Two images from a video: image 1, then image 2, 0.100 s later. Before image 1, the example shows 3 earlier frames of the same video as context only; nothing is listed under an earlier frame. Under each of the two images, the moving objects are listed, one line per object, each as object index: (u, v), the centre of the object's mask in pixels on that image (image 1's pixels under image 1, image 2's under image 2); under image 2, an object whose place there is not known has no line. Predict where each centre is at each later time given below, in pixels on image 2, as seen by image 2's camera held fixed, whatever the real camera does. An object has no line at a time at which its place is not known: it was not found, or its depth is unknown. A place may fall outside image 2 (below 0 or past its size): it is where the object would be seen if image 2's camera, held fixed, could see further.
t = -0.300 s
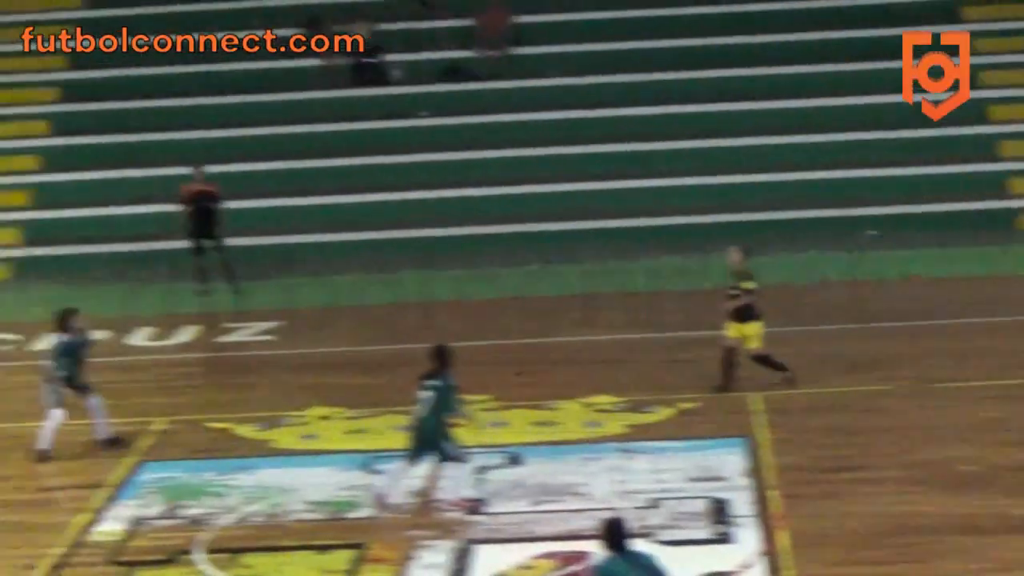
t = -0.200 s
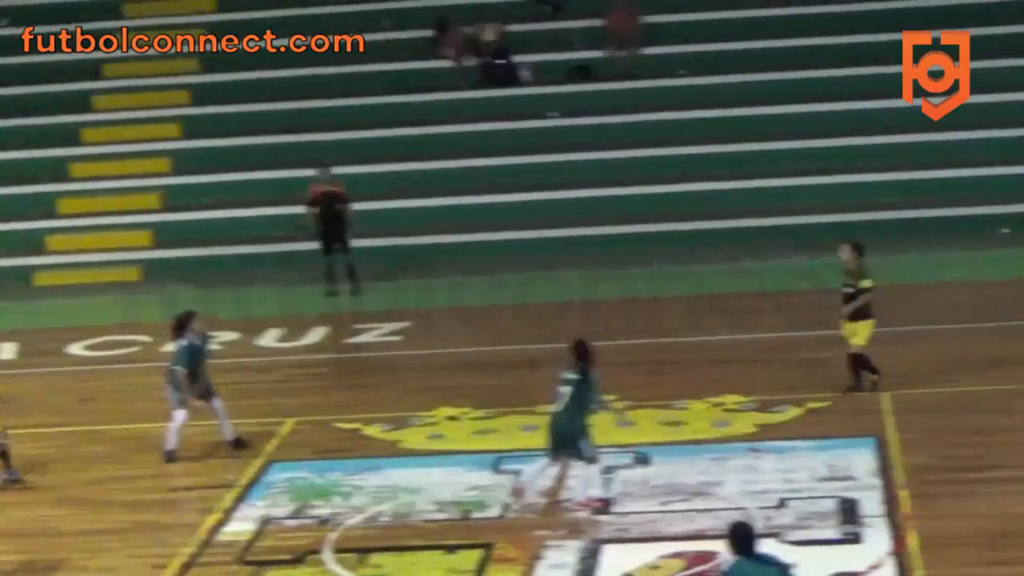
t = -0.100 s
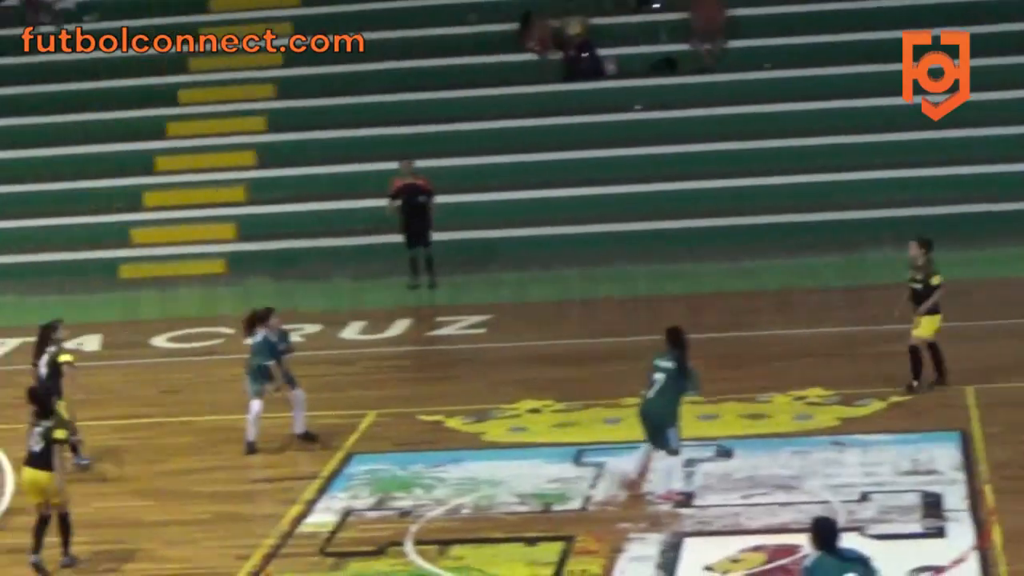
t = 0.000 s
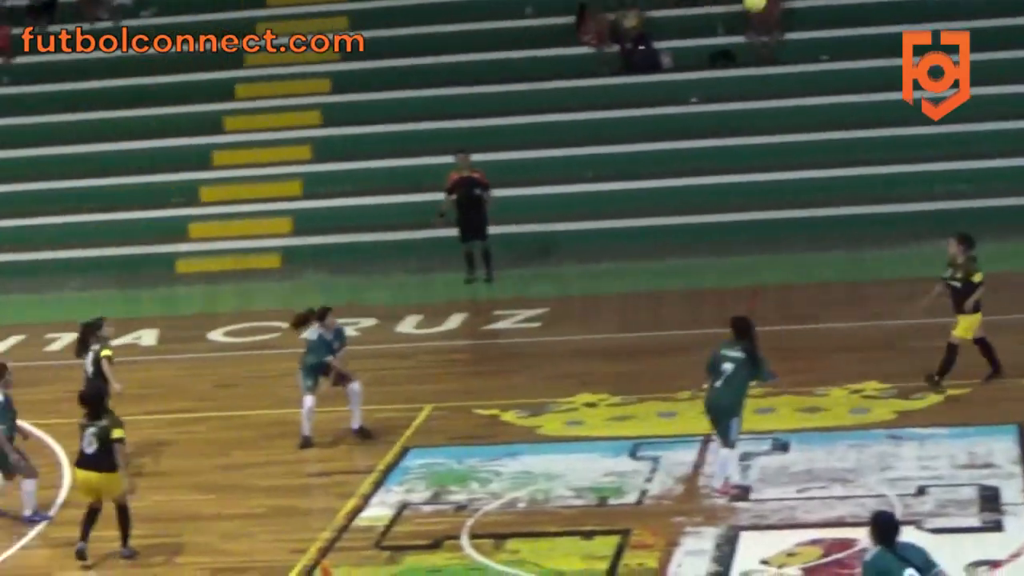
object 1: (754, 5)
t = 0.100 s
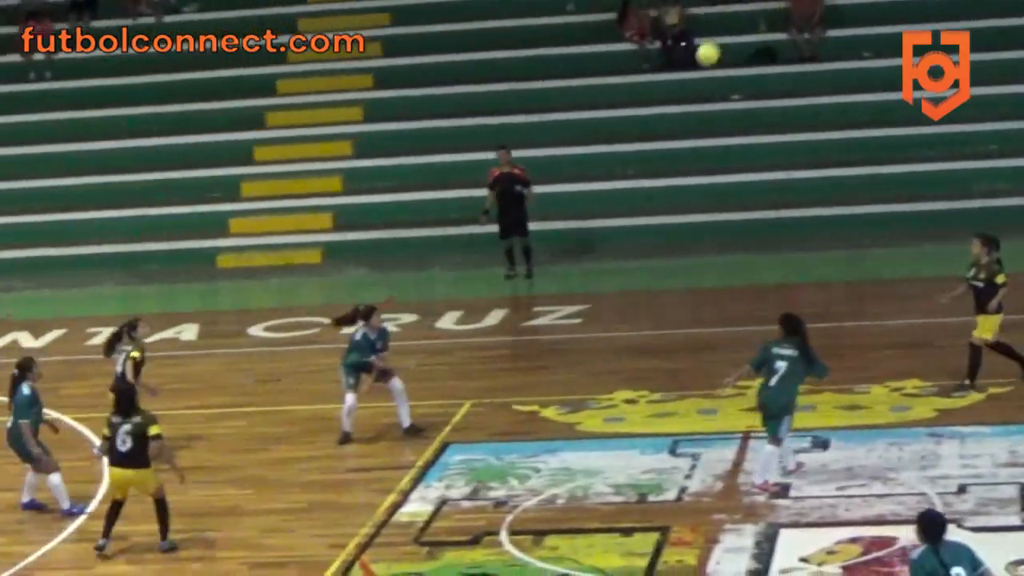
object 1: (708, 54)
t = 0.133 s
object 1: (683, 74)
